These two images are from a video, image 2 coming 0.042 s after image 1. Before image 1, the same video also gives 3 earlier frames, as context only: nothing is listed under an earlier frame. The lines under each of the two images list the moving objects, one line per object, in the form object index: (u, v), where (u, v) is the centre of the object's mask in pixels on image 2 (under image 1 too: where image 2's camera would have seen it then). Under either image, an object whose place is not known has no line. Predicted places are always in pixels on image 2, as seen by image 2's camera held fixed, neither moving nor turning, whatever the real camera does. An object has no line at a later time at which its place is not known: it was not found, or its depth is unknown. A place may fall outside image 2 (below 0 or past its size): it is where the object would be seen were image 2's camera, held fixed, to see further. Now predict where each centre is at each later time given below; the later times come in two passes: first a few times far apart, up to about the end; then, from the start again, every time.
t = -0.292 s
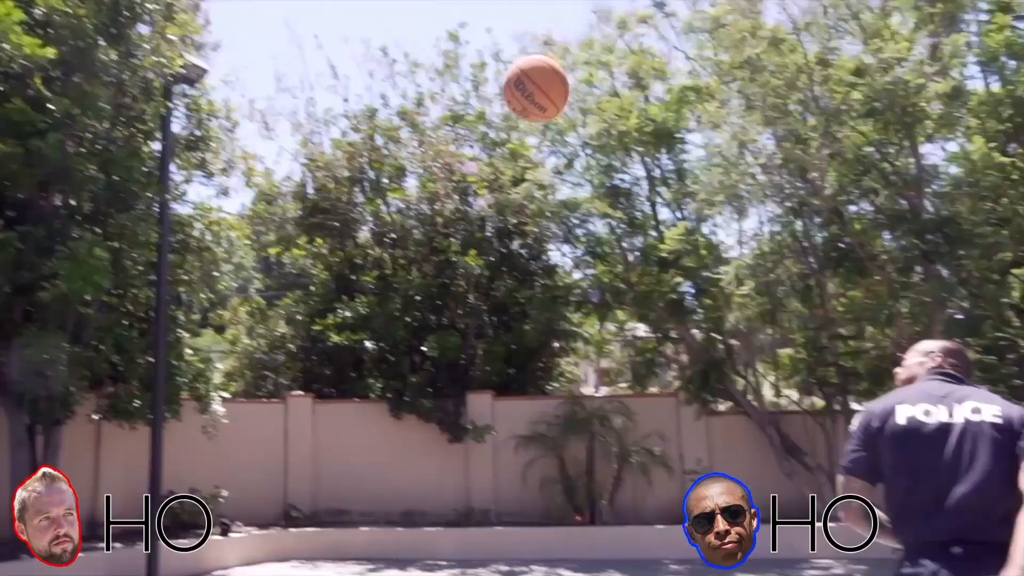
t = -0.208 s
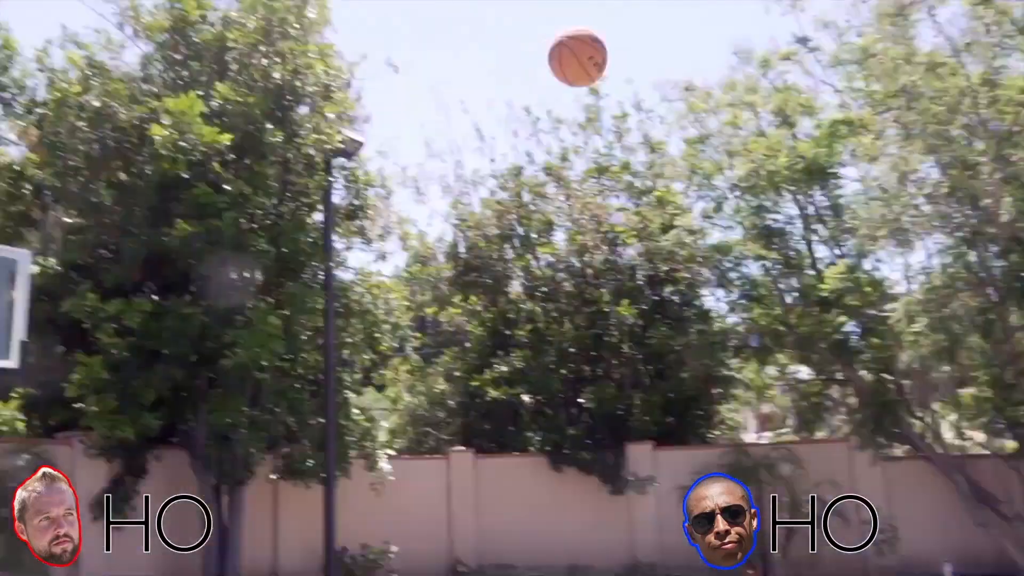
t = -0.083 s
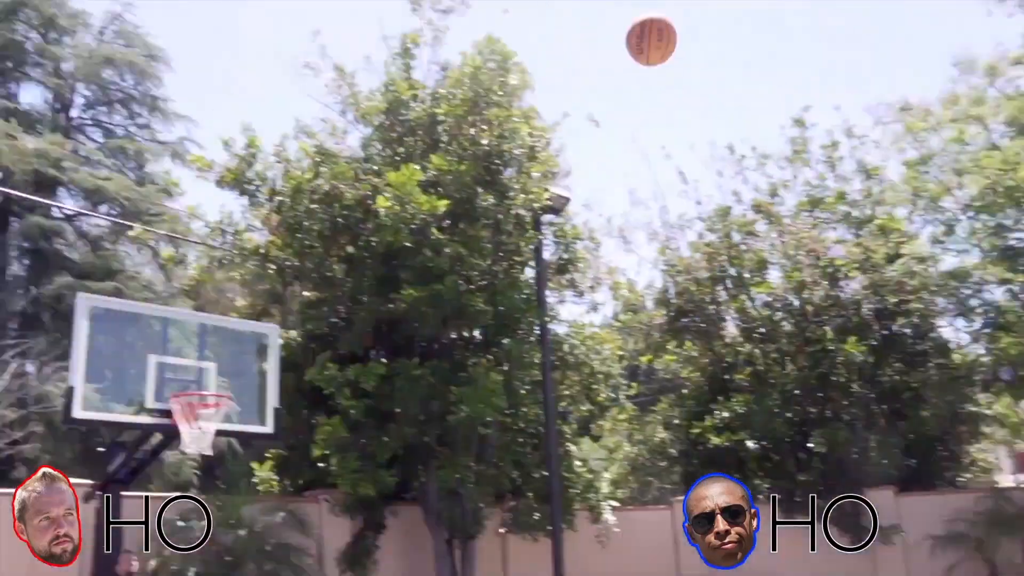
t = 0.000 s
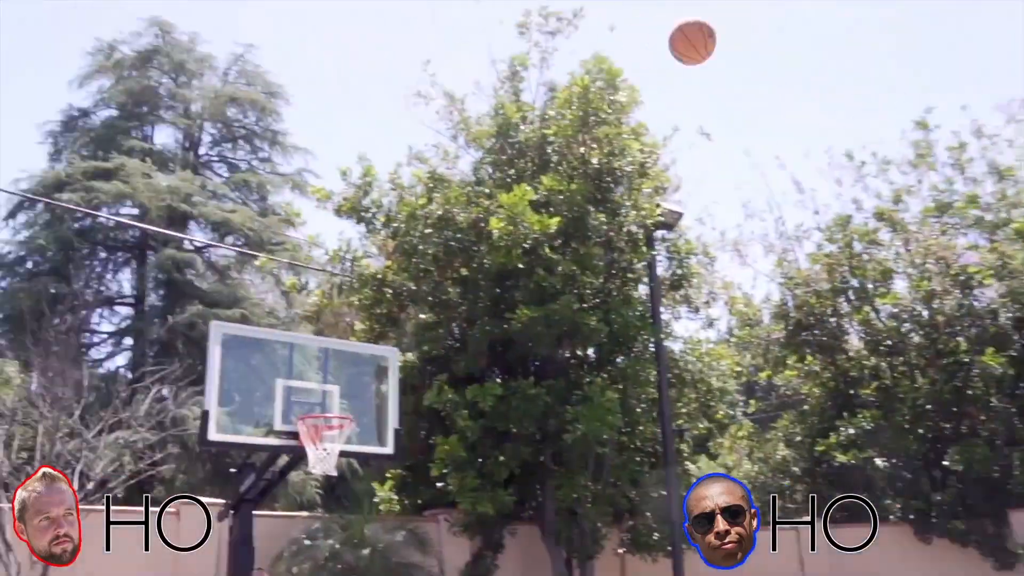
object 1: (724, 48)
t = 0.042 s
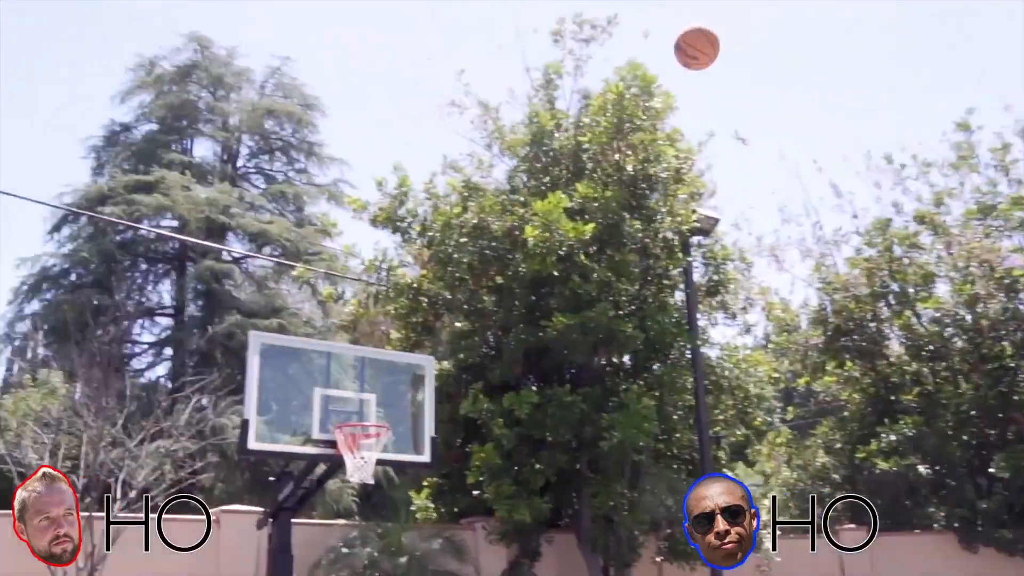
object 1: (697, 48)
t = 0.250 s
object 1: (580, 86)
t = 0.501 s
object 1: (480, 181)
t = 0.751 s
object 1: (403, 320)
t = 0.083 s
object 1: (671, 53)
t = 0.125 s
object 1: (646, 58)
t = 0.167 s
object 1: (623, 66)
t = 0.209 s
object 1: (601, 76)
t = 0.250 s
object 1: (580, 86)
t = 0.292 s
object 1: (561, 98)
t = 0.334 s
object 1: (543, 112)
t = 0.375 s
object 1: (526, 128)
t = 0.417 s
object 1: (510, 144)
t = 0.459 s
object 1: (496, 162)
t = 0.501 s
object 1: (480, 181)
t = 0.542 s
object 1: (467, 201)
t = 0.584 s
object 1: (453, 223)
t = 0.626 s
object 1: (440, 246)
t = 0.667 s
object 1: (428, 269)
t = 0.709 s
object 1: (415, 294)
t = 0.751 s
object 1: (403, 320)
